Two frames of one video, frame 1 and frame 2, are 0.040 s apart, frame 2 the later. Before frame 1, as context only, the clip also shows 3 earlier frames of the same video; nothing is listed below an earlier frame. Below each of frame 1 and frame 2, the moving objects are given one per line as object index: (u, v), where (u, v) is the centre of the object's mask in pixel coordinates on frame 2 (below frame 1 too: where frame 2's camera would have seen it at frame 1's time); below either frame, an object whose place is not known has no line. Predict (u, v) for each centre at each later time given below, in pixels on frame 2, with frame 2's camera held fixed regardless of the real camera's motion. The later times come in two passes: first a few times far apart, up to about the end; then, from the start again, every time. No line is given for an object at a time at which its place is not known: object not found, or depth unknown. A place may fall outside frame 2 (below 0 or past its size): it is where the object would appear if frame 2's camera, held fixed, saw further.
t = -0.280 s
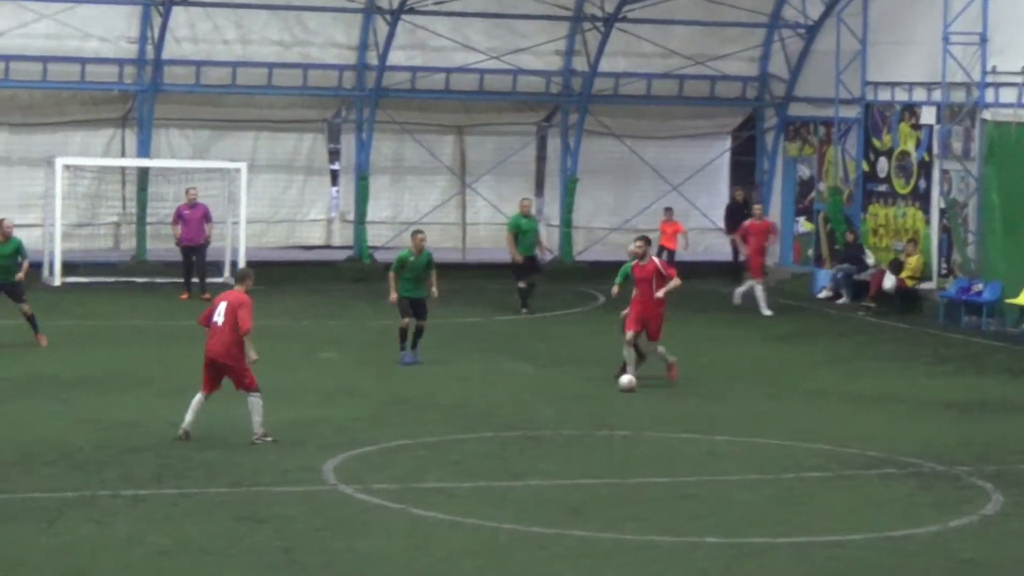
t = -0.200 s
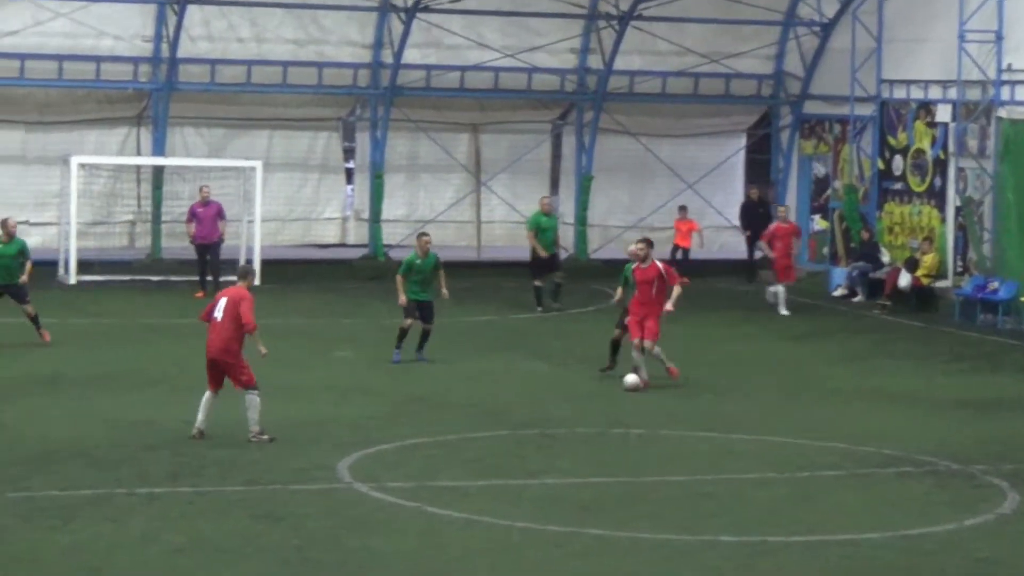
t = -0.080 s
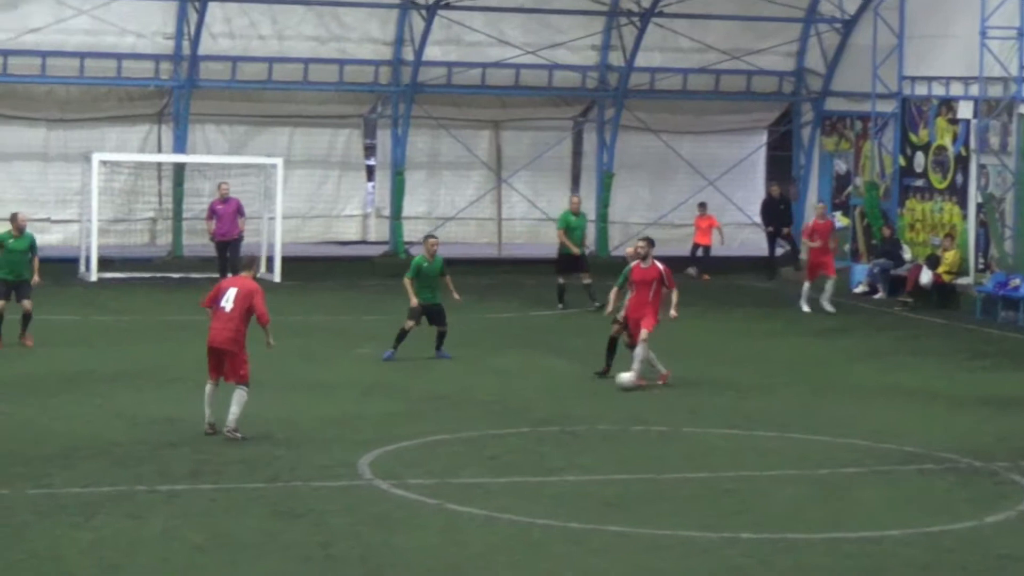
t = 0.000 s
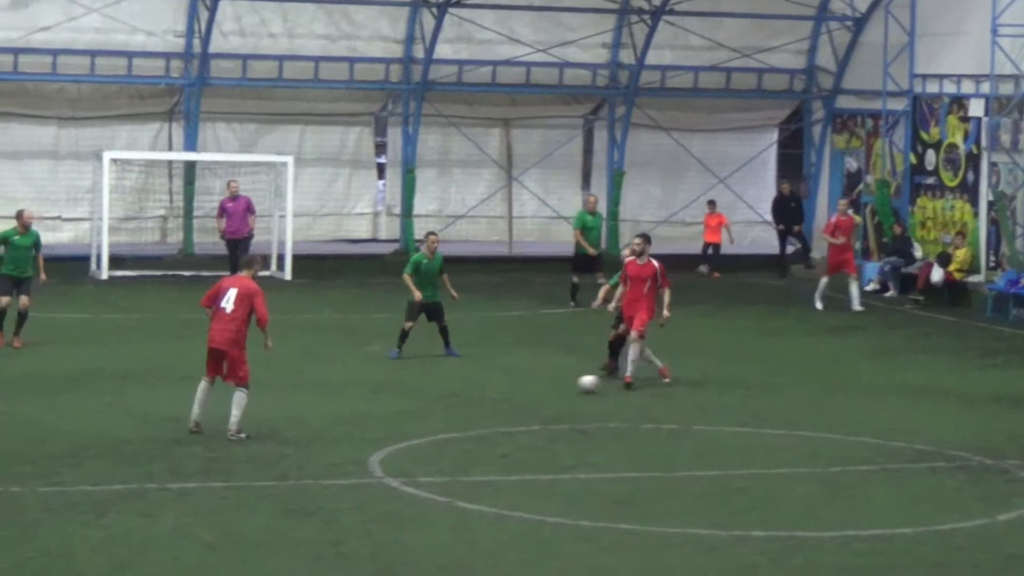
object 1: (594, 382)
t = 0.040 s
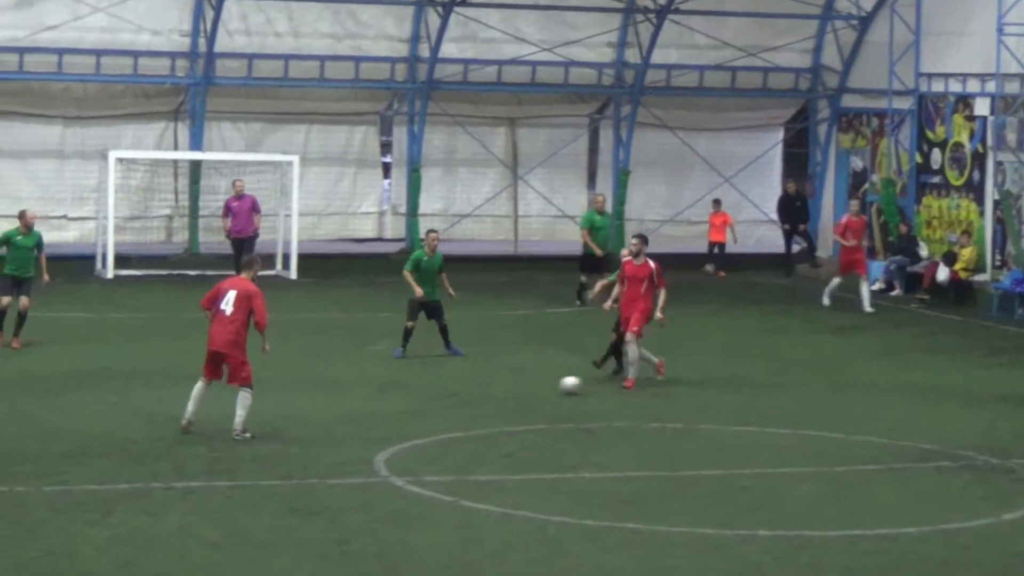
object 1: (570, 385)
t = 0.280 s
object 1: (439, 398)
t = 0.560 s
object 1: (306, 410)
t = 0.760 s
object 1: (215, 418)
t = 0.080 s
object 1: (547, 387)
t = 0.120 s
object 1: (526, 386)
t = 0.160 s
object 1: (505, 387)
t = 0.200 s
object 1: (483, 389)
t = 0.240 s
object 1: (460, 394)
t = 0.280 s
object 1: (439, 398)
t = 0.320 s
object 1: (420, 399)
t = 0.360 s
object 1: (399, 401)
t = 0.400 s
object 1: (380, 402)
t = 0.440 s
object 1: (360, 404)
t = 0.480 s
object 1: (342, 406)
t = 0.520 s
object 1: (323, 408)
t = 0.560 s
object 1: (306, 410)
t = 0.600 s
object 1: (288, 412)
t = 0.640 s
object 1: (269, 413)
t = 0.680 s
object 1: (250, 415)
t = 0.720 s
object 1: (233, 415)
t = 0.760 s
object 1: (215, 418)
